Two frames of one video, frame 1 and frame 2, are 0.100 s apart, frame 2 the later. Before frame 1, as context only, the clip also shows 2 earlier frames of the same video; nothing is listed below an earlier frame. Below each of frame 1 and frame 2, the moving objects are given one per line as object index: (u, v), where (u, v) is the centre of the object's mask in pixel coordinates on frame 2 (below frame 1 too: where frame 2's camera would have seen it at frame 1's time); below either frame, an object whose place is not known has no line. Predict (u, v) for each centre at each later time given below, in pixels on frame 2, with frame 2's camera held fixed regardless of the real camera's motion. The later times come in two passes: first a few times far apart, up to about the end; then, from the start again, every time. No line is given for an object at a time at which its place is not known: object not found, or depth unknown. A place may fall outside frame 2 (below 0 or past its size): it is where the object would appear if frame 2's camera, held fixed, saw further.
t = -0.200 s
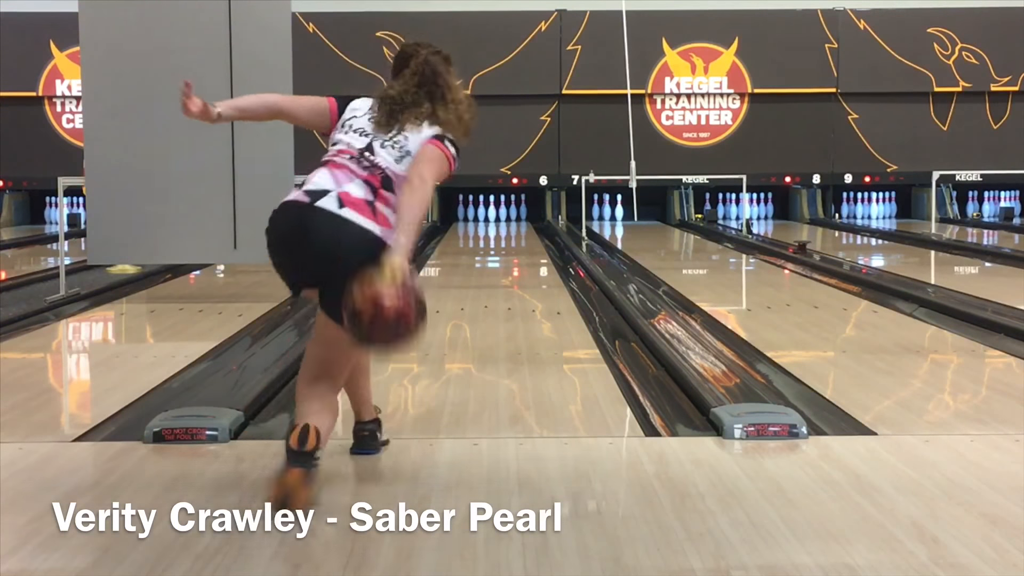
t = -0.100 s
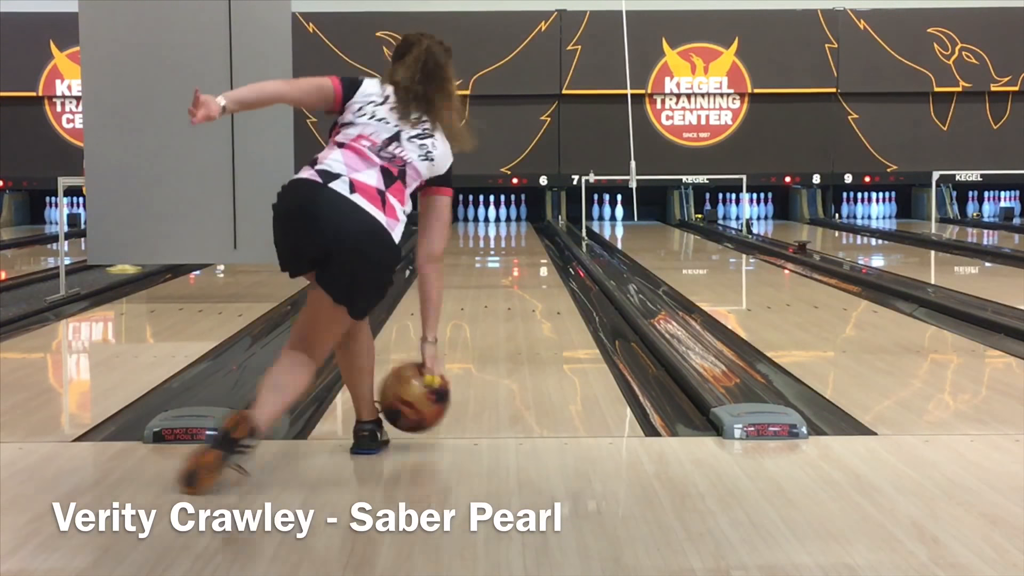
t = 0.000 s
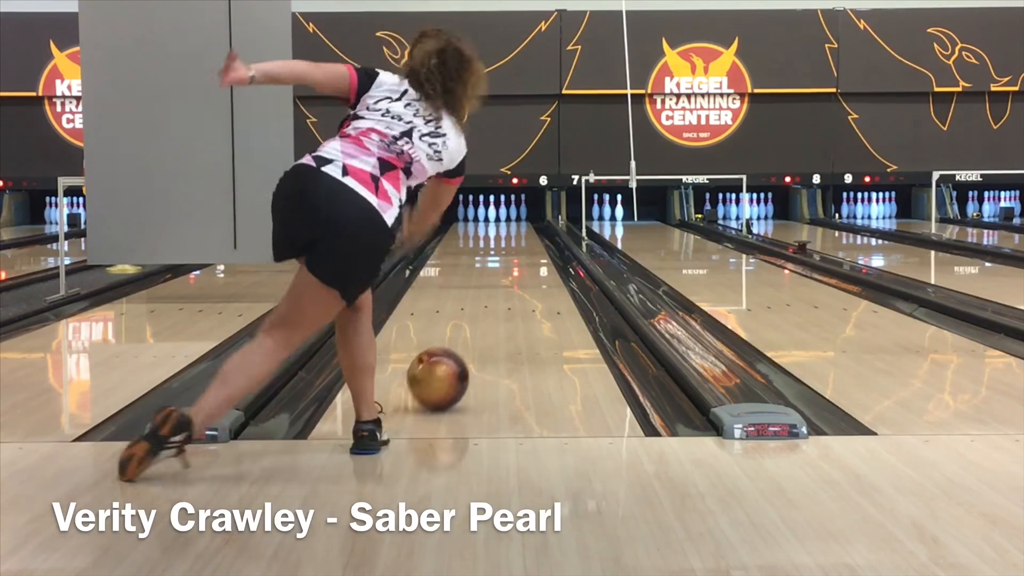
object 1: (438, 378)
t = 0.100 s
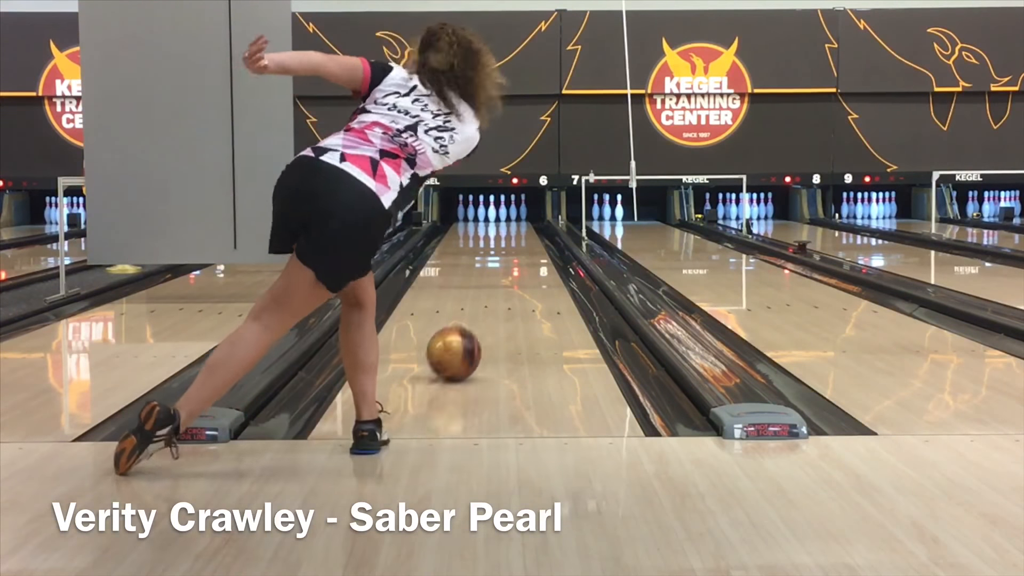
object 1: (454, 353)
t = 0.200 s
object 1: (466, 333)
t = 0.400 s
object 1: (484, 303)
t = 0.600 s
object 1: (496, 282)
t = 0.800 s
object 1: (505, 267)
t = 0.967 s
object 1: (511, 255)
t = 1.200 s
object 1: (516, 243)
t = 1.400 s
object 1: (519, 236)
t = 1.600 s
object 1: (520, 230)
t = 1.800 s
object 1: (519, 225)
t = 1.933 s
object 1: (518, 222)
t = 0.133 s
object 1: (458, 346)
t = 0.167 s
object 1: (462, 339)
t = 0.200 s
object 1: (466, 333)
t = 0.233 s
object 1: (469, 327)
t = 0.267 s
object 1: (473, 322)
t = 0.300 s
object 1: (476, 316)
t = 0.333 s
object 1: (479, 312)
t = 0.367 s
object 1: (481, 307)
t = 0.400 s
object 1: (484, 303)
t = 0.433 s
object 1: (486, 299)
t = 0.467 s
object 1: (488, 295)
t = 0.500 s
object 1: (490, 291)
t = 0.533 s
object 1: (492, 288)
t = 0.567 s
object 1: (494, 285)
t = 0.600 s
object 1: (496, 282)
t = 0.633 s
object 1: (498, 279)
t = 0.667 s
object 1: (499, 276)
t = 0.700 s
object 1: (501, 273)
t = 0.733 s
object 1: (502, 271)
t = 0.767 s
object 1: (503, 269)
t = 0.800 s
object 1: (505, 267)
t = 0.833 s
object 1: (506, 264)
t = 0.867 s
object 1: (507, 262)
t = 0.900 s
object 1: (509, 259)
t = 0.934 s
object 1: (510, 256)
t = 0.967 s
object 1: (511, 255)
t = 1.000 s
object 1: (512, 253)
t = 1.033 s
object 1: (512, 251)
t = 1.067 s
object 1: (513, 250)
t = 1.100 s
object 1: (513, 248)
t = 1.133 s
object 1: (514, 246)
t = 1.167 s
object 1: (515, 245)
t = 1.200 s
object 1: (516, 243)
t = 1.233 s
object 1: (517, 242)
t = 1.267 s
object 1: (517, 241)
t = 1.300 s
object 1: (517, 240)
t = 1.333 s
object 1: (518, 239)
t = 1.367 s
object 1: (518, 237)
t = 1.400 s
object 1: (519, 236)
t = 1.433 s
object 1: (520, 235)
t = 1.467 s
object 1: (520, 234)
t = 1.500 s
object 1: (520, 233)
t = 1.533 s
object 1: (520, 231)
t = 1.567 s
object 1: (520, 231)
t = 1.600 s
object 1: (520, 230)
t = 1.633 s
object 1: (520, 229)
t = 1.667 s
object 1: (520, 228)
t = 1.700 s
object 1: (520, 227)
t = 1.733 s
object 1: (520, 226)
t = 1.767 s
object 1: (520, 225)
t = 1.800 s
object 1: (519, 225)
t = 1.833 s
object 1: (519, 224)
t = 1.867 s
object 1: (519, 223)
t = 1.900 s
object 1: (518, 223)
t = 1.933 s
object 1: (518, 222)
